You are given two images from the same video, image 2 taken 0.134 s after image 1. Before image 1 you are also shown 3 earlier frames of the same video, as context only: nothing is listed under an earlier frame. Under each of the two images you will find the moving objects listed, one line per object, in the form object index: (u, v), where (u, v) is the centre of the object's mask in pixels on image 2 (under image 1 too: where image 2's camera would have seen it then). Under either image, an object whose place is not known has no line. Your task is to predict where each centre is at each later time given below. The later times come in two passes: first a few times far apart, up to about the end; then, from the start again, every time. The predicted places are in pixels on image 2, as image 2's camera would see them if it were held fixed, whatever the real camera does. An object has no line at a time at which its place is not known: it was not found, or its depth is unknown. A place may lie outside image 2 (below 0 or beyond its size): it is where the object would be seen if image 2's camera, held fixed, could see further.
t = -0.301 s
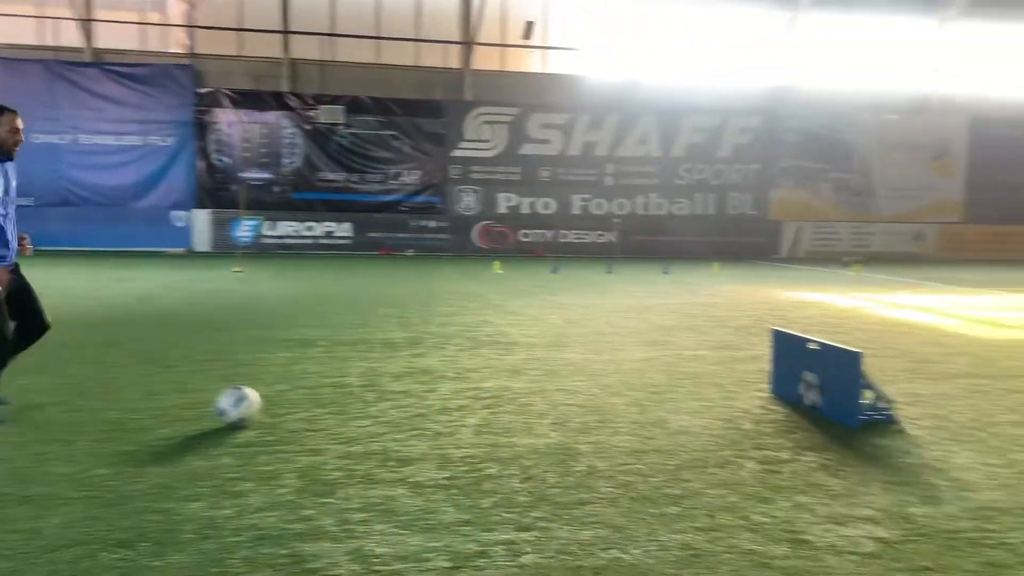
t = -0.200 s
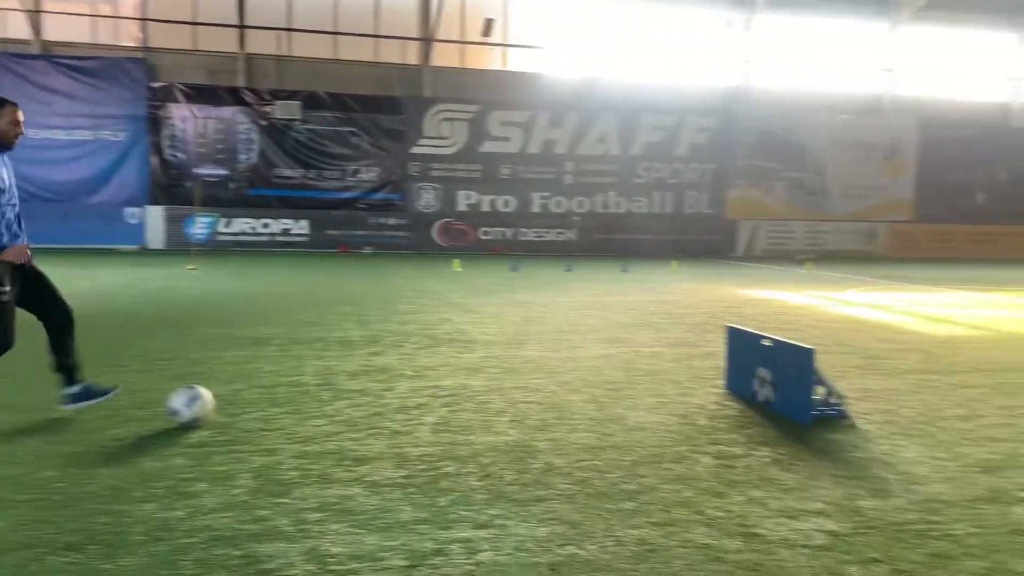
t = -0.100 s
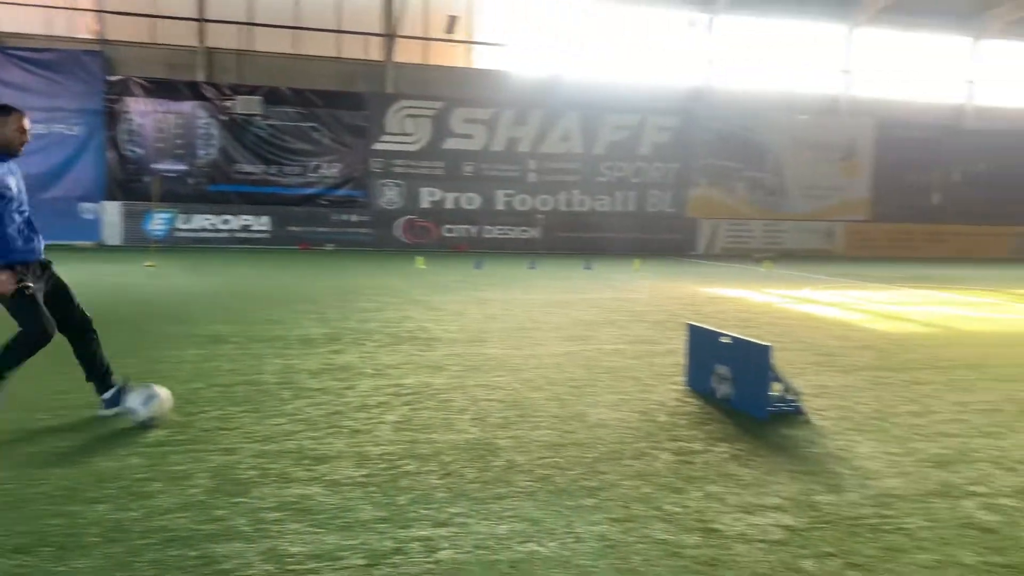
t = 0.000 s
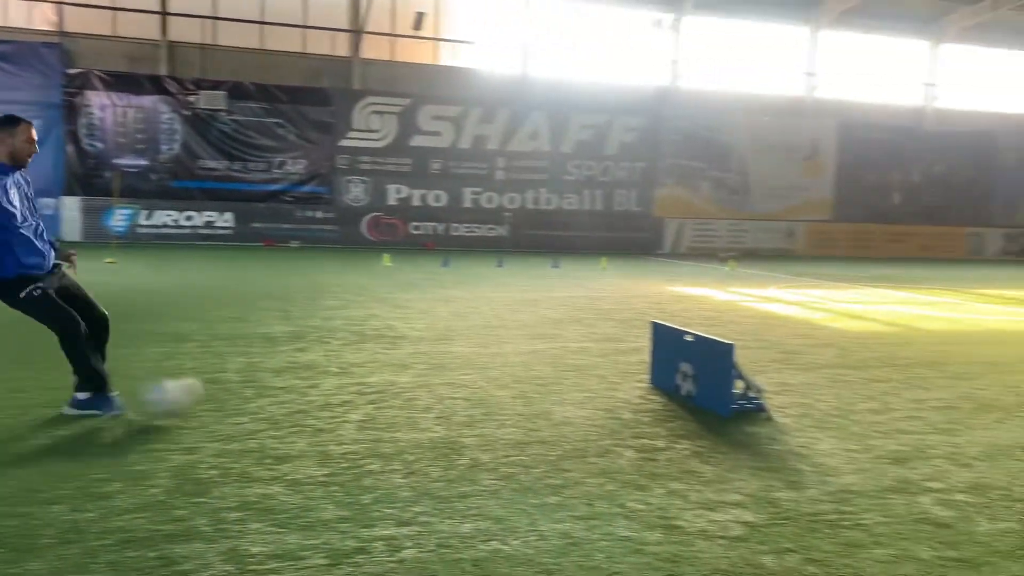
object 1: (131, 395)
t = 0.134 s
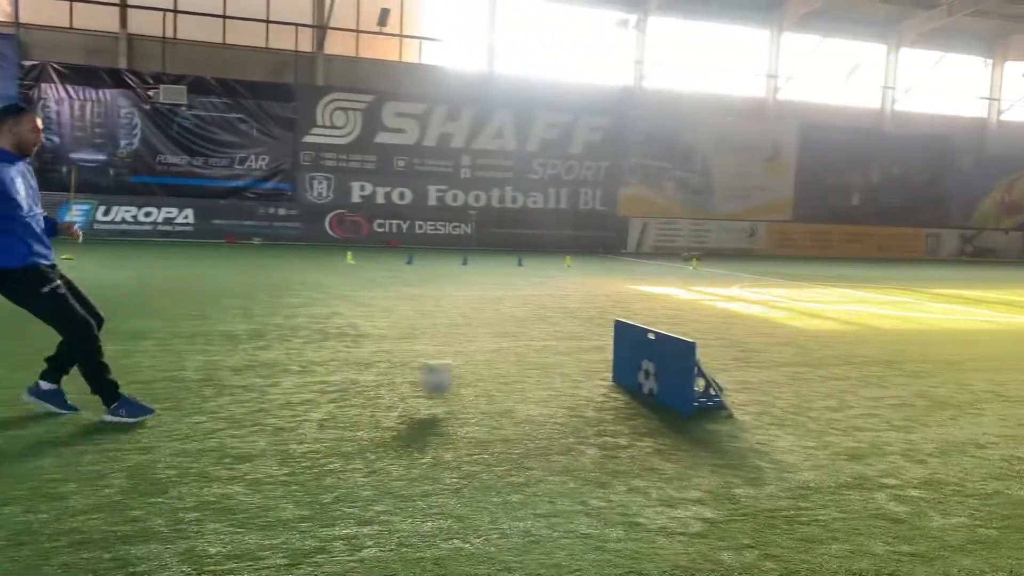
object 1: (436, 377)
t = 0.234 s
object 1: (621, 387)
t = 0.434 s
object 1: (471, 362)
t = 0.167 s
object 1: (502, 378)
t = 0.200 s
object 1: (560, 381)
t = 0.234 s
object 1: (621, 387)
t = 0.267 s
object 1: (629, 376)
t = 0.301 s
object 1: (601, 371)
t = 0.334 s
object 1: (572, 365)
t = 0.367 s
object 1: (539, 363)
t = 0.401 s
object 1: (507, 363)
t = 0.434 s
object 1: (471, 362)
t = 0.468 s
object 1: (438, 365)
